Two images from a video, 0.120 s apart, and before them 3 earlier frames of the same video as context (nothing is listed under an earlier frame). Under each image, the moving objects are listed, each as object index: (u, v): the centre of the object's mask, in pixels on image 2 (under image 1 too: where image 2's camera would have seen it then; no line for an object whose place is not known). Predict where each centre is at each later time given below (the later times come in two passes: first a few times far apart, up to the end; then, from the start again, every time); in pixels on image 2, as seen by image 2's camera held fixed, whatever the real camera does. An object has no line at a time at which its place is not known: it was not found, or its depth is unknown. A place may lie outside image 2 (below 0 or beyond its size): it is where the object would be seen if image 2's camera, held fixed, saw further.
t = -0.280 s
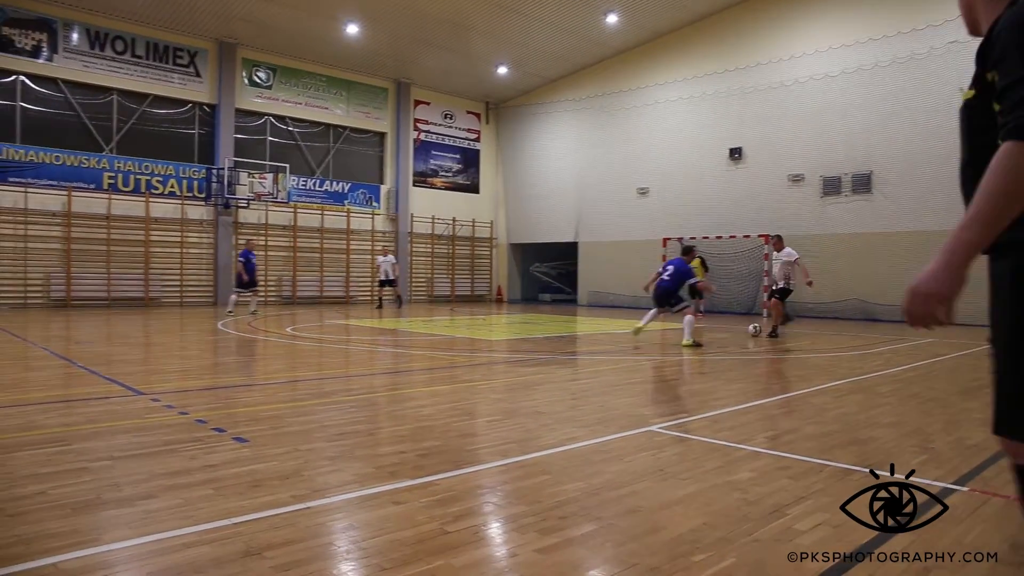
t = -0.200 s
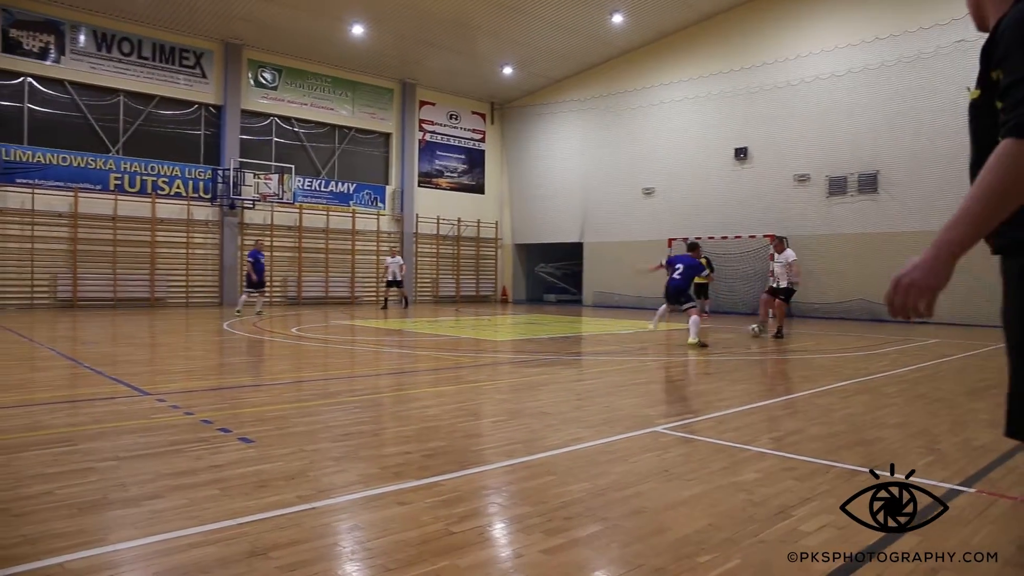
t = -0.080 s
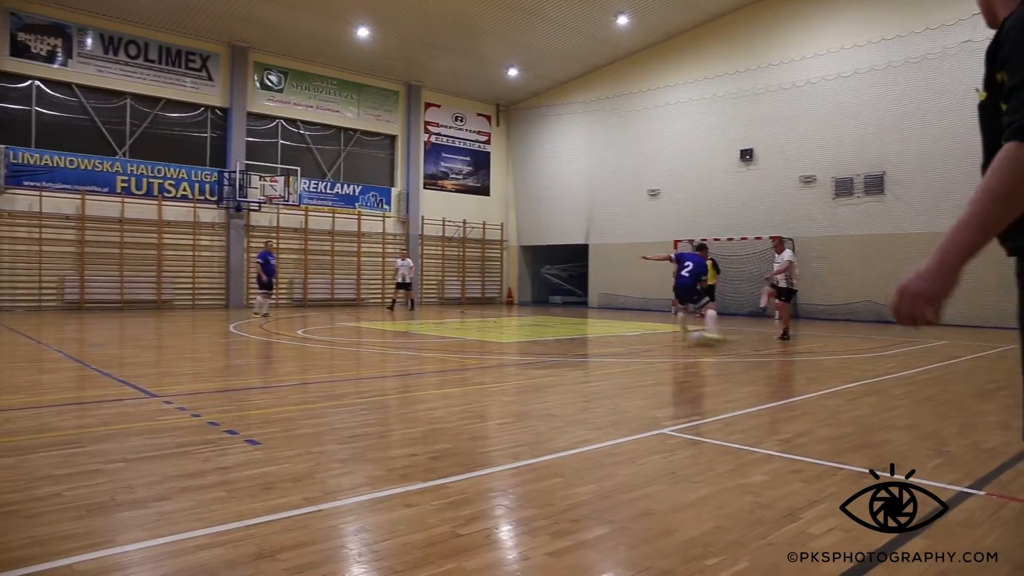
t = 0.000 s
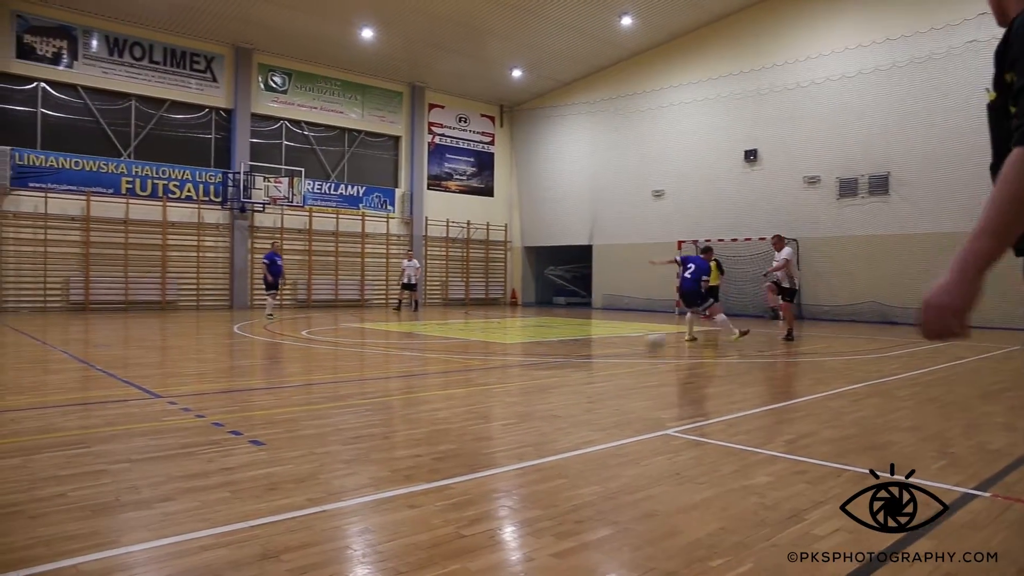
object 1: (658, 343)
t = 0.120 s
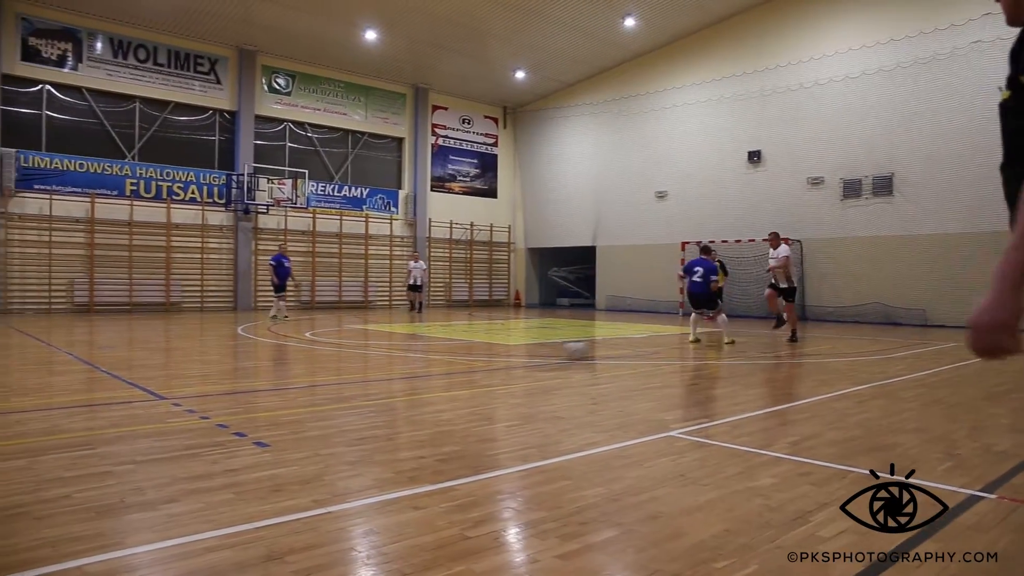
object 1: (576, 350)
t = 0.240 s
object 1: (481, 358)
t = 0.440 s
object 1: (286, 370)
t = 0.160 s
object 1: (549, 351)
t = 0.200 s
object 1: (514, 352)
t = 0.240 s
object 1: (481, 358)
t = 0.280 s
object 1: (445, 358)
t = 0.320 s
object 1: (409, 361)
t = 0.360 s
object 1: (369, 366)
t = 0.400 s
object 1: (327, 368)
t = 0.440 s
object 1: (286, 370)
